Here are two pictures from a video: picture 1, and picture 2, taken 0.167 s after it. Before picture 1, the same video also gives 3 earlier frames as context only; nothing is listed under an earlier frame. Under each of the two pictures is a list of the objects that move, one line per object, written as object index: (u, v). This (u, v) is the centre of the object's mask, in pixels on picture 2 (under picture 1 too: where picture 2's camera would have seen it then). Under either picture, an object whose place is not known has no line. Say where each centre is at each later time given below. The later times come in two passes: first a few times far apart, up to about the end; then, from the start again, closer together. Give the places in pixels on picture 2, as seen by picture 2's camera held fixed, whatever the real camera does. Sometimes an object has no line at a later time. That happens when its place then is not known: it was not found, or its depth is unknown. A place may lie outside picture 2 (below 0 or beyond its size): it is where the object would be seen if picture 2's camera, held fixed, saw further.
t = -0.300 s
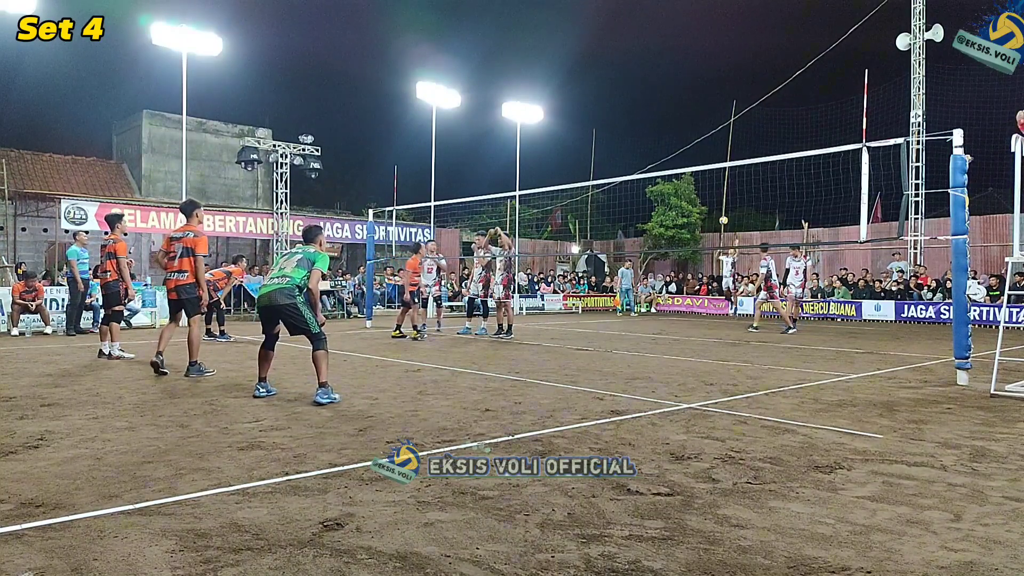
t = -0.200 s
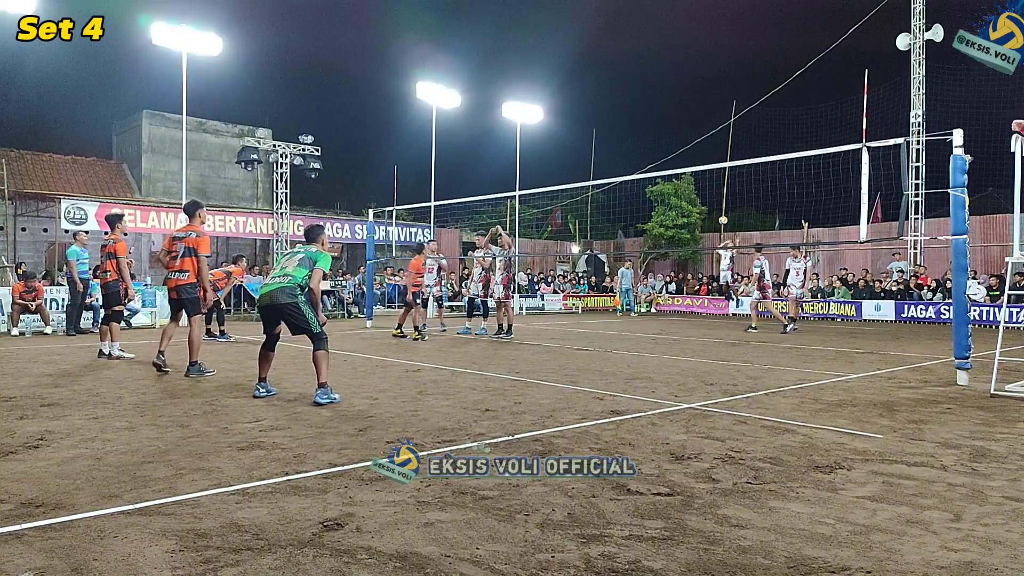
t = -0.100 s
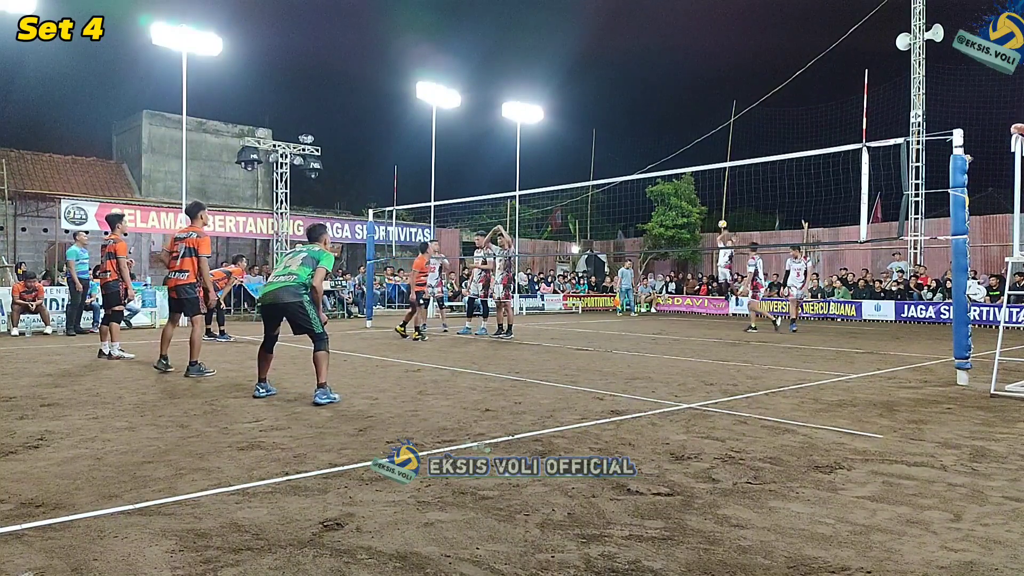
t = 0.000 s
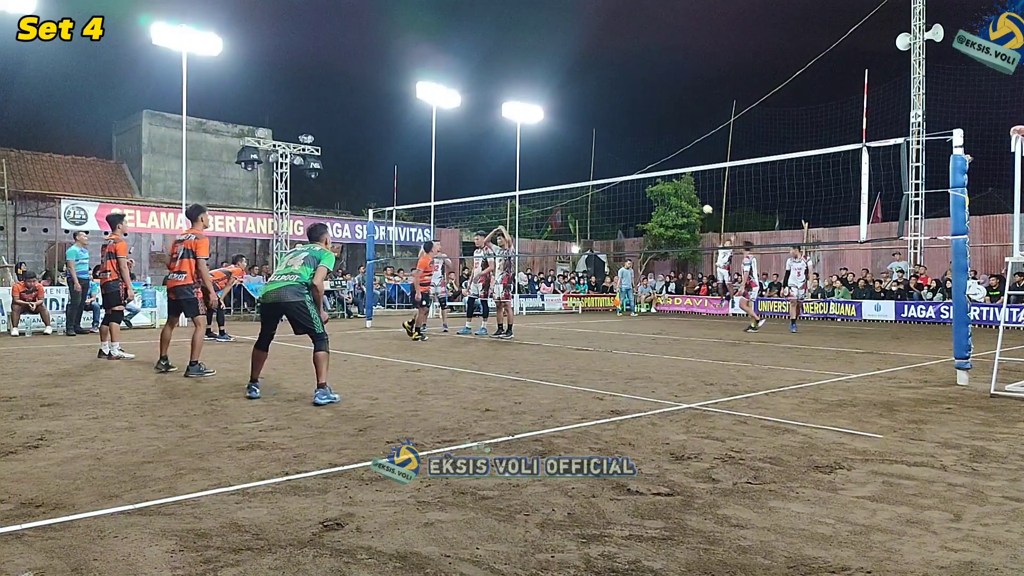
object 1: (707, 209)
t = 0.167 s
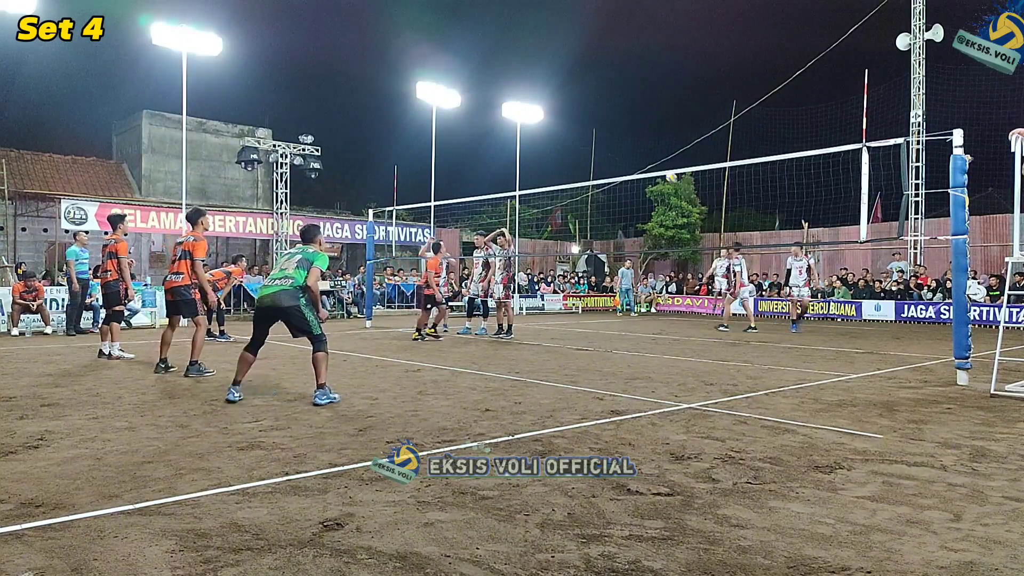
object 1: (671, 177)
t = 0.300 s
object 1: (635, 157)
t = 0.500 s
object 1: (566, 137)
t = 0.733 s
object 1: (456, 141)
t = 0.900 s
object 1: (348, 170)
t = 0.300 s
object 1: (635, 157)
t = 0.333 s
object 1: (625, 152)
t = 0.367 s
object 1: (615, 148)
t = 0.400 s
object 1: (603, 145)
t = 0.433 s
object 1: (592, 141)
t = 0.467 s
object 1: (579, 139)
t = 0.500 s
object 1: (566, 137)
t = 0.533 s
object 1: (552, 135)
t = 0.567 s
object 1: (538, 134)
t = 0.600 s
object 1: (523, 134)
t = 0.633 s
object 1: (507, 135)
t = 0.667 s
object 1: (491, 136)
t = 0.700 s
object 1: (474, 138)
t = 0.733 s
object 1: (456, 141)
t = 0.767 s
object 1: (437, 144)
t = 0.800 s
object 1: (416, 149)
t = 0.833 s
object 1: (395, 155)
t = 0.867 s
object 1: (372, 162)
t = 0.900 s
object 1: (348, 170)
